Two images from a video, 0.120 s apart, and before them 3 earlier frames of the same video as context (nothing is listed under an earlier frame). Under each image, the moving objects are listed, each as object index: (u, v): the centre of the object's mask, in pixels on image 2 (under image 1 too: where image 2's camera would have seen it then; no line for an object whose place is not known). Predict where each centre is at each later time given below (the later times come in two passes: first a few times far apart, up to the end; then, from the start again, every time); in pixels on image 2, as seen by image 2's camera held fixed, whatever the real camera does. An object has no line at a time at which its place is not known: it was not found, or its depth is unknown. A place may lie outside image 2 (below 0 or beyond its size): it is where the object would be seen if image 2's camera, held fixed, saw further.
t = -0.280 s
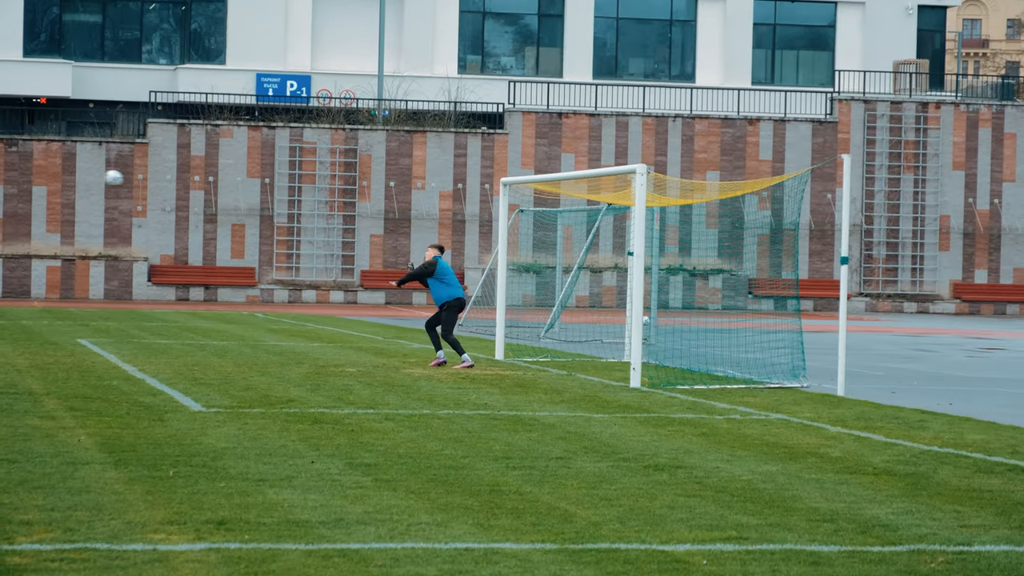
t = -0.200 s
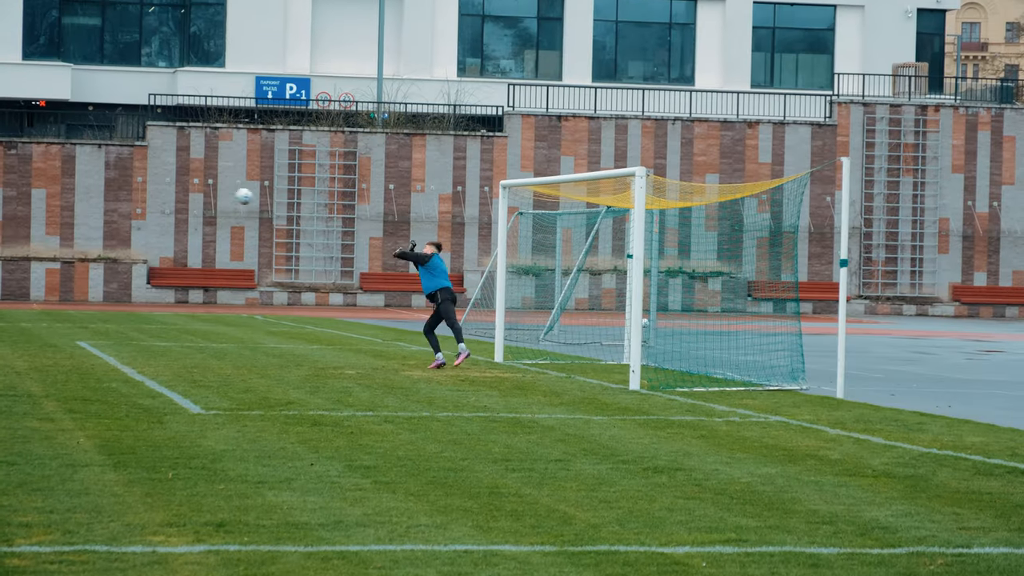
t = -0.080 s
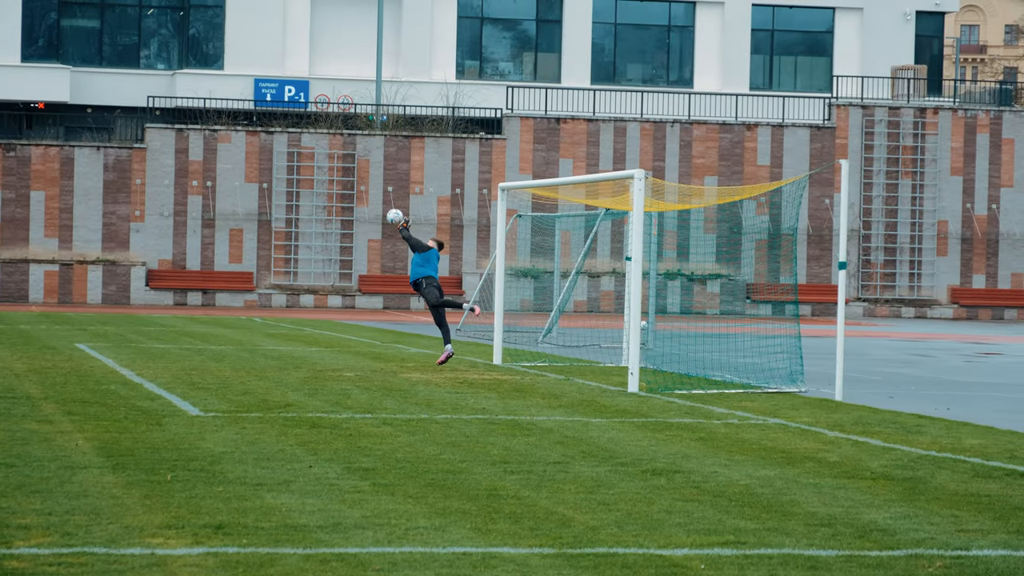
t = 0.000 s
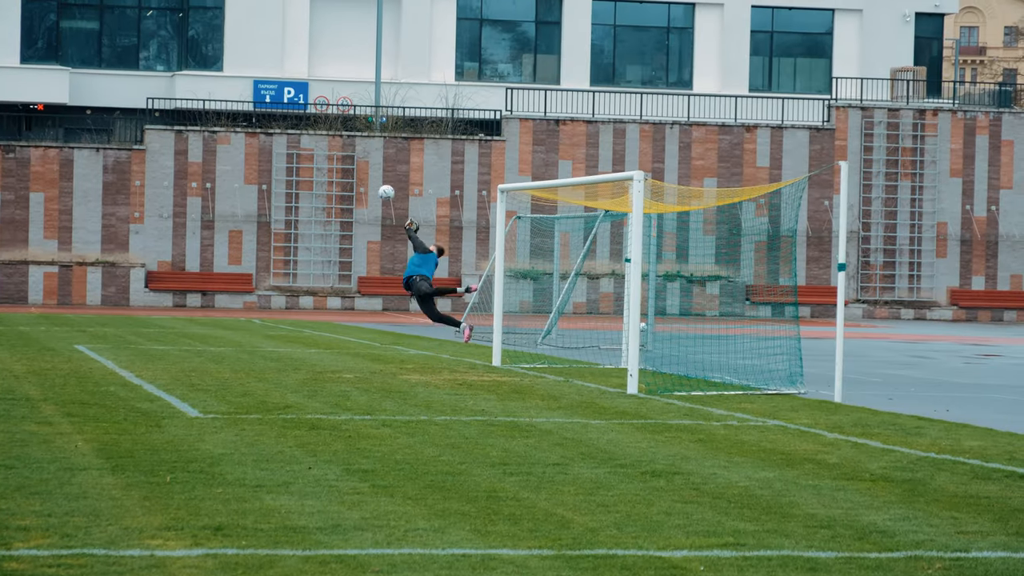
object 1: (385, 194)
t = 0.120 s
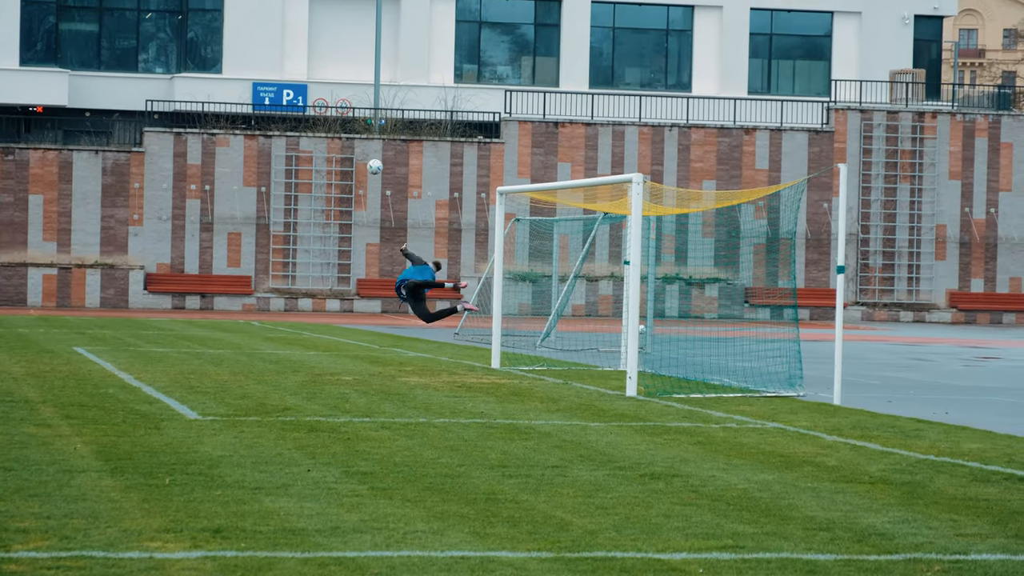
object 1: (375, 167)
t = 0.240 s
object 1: (365, 150)
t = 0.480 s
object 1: (351, 148)
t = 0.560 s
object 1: (347, 156)
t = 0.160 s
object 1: (371, 160)
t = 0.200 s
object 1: (368, 154)
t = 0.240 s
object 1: (365, 150)
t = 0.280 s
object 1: (362, 147)
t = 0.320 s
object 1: (360, 145)
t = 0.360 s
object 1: (357, 144)
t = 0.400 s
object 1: (355, 144)
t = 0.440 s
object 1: (353, 146)
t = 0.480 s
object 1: (351, 148)
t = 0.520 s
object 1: (349, 151)
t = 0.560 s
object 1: (347, 156)
